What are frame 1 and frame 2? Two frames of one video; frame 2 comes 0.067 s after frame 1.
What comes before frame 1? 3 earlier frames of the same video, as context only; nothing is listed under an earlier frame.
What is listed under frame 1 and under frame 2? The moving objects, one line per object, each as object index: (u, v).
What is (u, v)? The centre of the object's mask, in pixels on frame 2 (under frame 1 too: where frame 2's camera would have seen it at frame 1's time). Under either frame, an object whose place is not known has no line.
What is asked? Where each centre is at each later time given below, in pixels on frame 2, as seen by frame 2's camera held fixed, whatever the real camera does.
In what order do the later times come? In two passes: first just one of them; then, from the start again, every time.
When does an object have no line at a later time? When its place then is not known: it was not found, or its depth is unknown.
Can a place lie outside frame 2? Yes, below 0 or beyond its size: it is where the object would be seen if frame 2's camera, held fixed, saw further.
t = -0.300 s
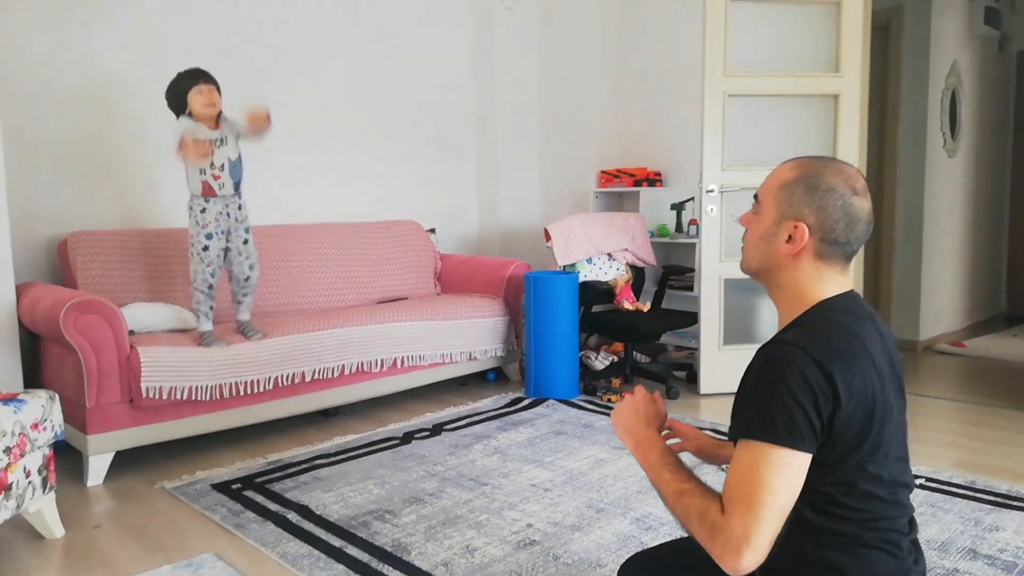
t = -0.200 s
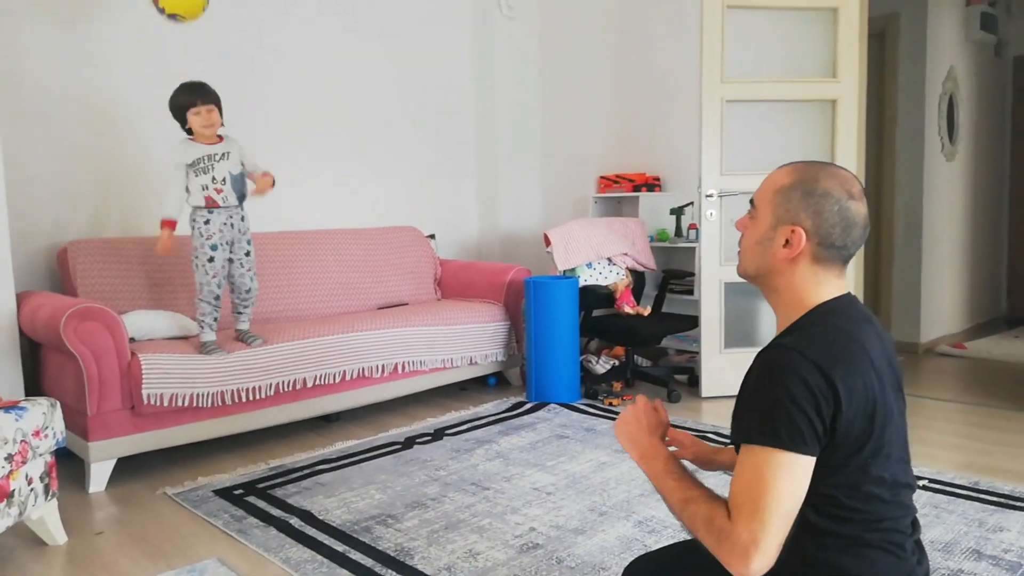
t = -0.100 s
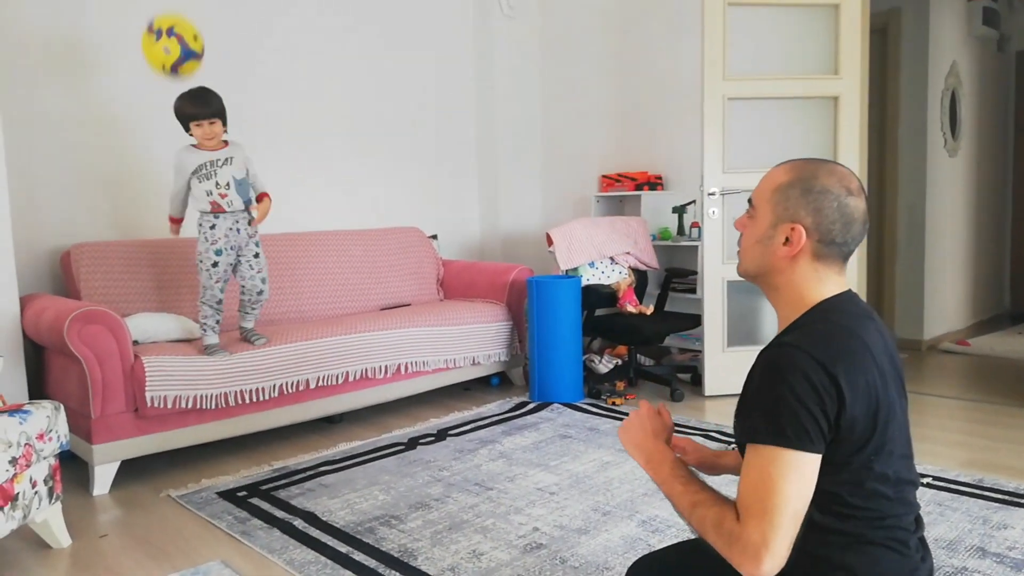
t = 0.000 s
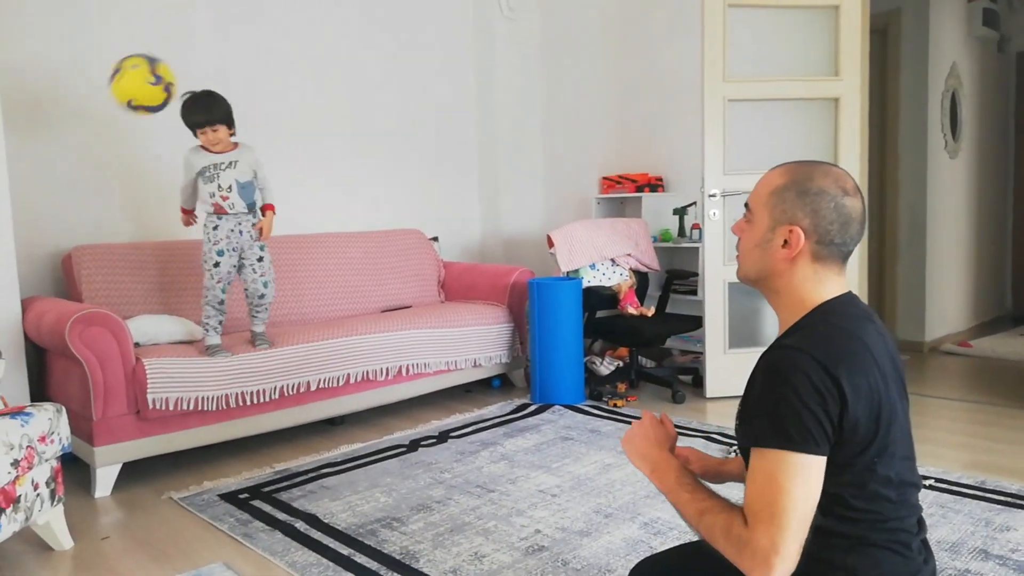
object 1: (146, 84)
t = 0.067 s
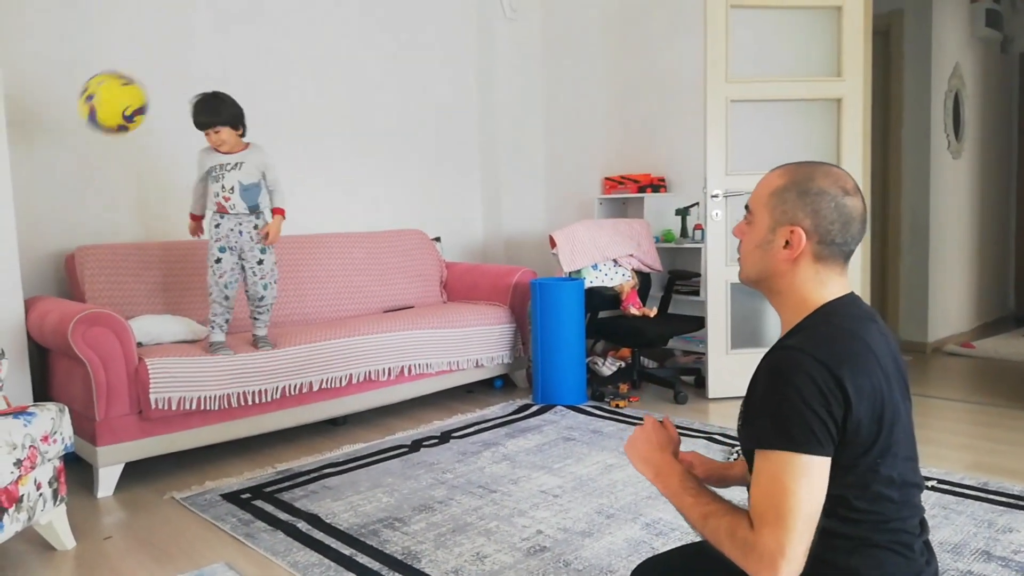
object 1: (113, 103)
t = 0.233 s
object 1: (32, 211)
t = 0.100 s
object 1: (97, 117)
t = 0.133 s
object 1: (81, 134)
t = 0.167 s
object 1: (64, 155)
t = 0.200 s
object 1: (46, 181)
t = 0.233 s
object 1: (32, 211)
